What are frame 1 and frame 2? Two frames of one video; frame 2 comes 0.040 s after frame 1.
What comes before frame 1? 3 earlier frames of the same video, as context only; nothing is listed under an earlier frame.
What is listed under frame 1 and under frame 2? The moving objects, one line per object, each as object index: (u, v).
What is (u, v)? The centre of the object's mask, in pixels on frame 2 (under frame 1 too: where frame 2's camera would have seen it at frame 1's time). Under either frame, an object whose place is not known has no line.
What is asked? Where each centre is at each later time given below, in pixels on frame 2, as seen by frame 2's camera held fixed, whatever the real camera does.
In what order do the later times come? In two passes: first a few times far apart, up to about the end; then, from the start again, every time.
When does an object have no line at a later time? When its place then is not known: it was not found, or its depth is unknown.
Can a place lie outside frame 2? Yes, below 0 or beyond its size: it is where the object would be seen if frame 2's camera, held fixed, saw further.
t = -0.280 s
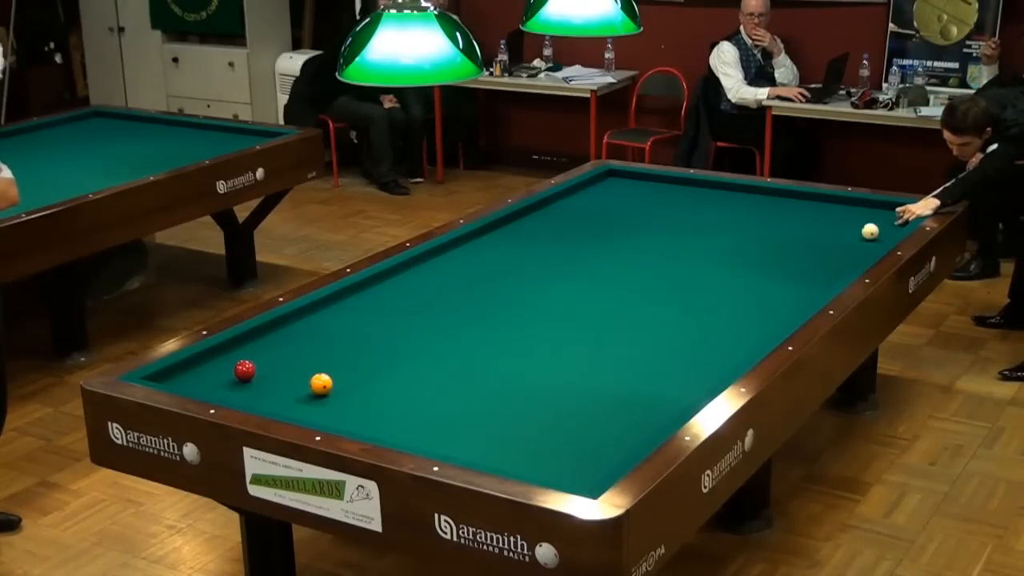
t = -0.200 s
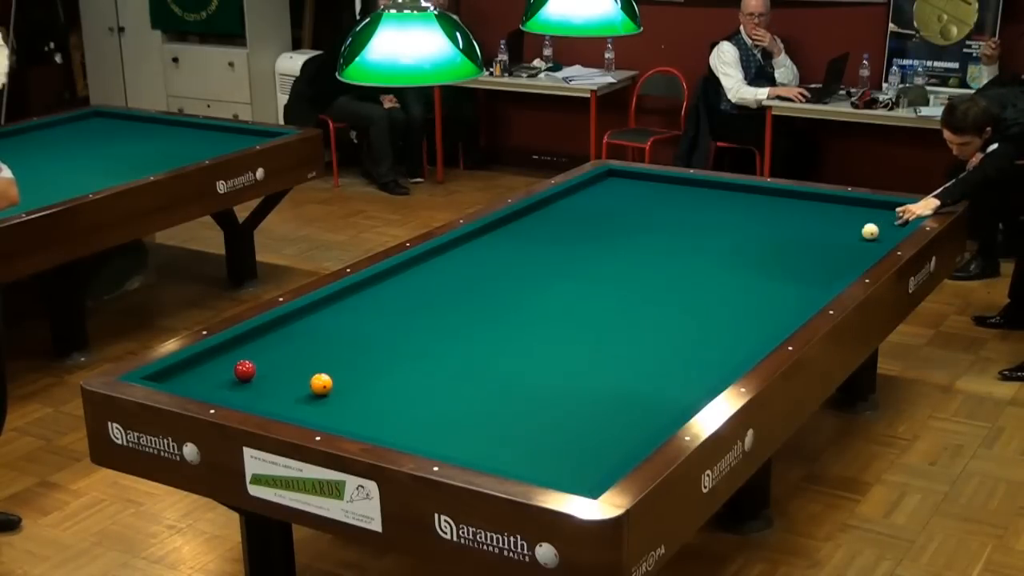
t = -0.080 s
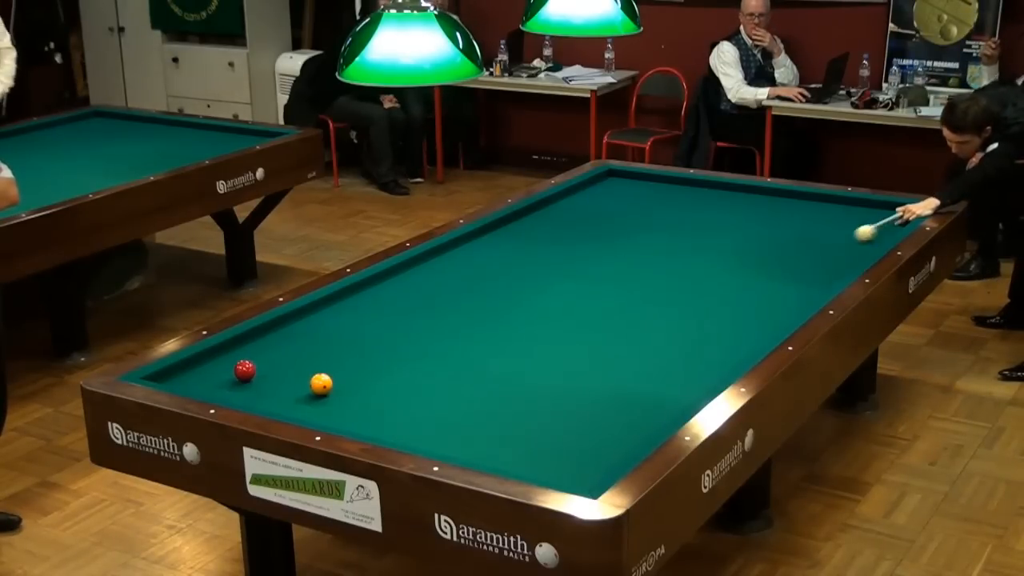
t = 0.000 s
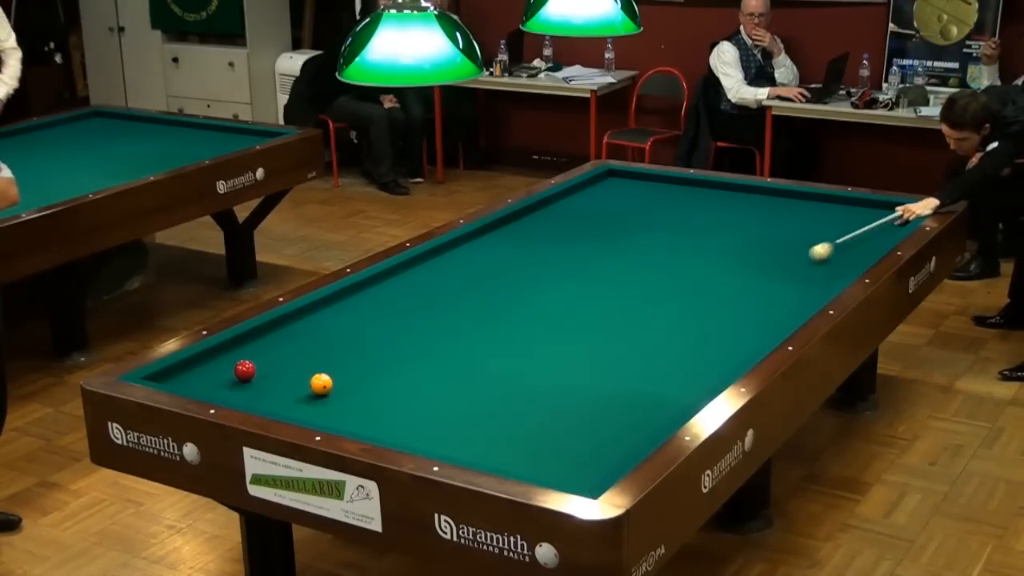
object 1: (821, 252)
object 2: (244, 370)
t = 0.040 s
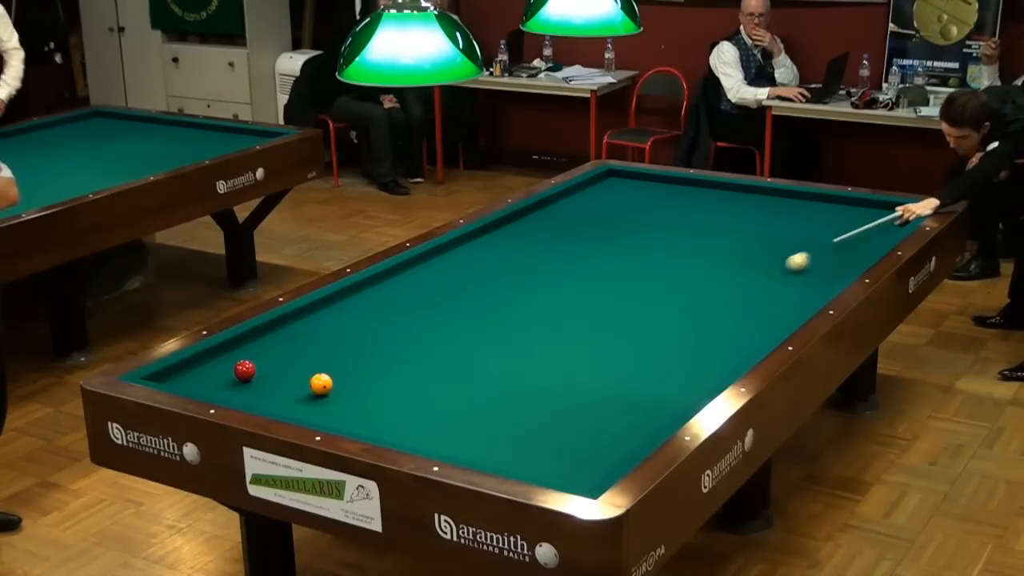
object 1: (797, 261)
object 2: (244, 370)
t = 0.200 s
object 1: (698, 304)
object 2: (244, 370)
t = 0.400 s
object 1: (560, 361)
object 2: (244, 370)
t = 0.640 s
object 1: (380, 430)
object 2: (245, 370)
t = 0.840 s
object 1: (396, 365)
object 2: (245, 370)
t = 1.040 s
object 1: (399, 317)
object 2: (245, 370)
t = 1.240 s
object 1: (393, 283)
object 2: (245, 370)
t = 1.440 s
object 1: (442, 263)
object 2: (245, 370)
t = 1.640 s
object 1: (511, 248)
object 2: (244, 370)
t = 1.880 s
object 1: (586, 231)
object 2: (244, 370)
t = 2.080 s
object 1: (644, 218)
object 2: (244, 370)
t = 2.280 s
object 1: (698, 206)
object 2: (245, 370)
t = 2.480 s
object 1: (749, 194)
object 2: (244, 370)
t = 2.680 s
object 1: (779, 198)
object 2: (245, 370)
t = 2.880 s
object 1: (801, 211)
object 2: (245, 370)
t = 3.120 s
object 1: (829, 227)
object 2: (245, 370)
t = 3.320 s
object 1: (853, 240)
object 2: (245, 370)
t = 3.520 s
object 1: (856, 251)
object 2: (245, 370)
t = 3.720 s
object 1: (822, 258)
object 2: (245, 370)
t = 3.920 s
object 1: (789, 264)
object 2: (245, 370)
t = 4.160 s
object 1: (749, 272)
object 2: (244, 370)
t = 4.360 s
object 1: (714, 279)
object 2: (245, 370)
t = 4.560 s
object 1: (679, 286)
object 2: (245, 370)
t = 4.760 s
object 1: (643, 293)
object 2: (245, 370)
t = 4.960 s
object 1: (608, 300)
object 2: (245, 370)
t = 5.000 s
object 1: (600, 302)
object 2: (244, 370)
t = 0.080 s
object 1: (774, 272)
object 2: (244, 370)
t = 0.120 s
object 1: (749, 282)
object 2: (244, 370)
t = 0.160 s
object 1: (724, 293)
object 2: (244, 370)
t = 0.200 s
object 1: (698, 304)
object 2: (244, 370)
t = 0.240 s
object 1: (671, 315)
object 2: (244, 370)
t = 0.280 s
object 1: (645, 326)
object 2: (244, 370)
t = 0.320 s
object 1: (617, 338)
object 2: (244, 370)
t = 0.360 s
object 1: (588, 350)
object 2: (244, 370)
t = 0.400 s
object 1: (560, 361)
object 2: (244, 370)
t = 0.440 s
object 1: (531, 374)
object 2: (244, 370)
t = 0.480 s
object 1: (500, 386)
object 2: (244, 370)
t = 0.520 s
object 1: (470, 399)
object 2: (244, 370)
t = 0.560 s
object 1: (438, 411)
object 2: (244, 370)
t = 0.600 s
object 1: (406, 424)
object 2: (244, 370)
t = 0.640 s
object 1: (380, 430)
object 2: (245, 370)
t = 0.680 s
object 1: (383, 418)
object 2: (244, 370)
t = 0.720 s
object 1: (387, 403)
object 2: (245, 370)
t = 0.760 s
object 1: (391, 389)
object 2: (245, 370)
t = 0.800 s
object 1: (393, 377)
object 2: (244, 370)
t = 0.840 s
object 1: (396, 365)
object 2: (245, 370)
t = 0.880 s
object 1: (397, 354)
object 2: (244, 370)
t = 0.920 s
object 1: (398, 343)
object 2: (244, 370)
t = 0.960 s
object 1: (399, 334)
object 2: (245, 370)
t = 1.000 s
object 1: (399, 325)
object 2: (244, 370)
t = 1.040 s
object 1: (399, 317)
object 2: (245, 370)
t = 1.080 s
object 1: (398, 309)
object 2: (244, 370)
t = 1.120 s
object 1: (398, 302)
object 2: (244, 370)
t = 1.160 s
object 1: (396, 295)
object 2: (244, 370)
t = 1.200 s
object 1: (395, 289)
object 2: (245, 370)
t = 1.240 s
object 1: (393, 283)
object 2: (245, 370)
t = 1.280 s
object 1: (391, 277)
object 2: (245, 370)
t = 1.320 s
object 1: (393, 271)
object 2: (245, 370)
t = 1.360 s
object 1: (410, 269)
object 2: (245, 370)
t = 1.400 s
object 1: (427, 266)
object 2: (244, 370)
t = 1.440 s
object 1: (442, 263)
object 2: (245, 370)
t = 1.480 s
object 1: (457, 260)
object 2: (245, 370)
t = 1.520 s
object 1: (471, 256)
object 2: (245, 370)
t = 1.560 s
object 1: (485, 254)
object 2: (245, 370)
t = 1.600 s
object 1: (498, 251)
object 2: (245, 370)
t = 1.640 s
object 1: (511, 248)
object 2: (244, 370)
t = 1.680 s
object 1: (524, 245)
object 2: (245, 370)
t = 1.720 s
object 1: (537, 242)
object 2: (245, 370)
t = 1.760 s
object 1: (550, 239)
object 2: (245, 370)
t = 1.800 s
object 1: (562, 236)
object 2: (244, 370)
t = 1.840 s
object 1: (574, 233)
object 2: (245, 370)
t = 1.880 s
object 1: (586, 231)
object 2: (244, 370)
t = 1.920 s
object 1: (598, 228)
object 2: (245, 370)
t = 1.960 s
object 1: (610, 225)
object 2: (245, 370)
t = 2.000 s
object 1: (622, 223)
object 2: (245, 370)
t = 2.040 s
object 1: (633, 220)
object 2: (245, 370)
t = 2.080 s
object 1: (644, 218)
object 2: (244, 370)
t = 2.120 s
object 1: (655, 215)
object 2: (244, 370)
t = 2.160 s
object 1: (666, 213)
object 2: (244, 370)
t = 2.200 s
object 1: (677, 210)
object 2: (244, 370)
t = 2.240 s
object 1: (688, 208)
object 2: (245, 370)
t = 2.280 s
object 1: (698, 206)
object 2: (245, 370)
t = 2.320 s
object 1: (709, 203)
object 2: (245, 370)
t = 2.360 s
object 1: (719, 201)
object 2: (245, 370)
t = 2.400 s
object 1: (729, 199)
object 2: (245, 370)
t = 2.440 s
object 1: (739, 196)
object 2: (245, 370)
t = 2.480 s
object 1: (749, 194)
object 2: (244, 370)
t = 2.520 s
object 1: (759, 192)
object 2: (245, 370)
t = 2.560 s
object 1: (768, 190)
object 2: (245, 370)
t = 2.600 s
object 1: (773, 192)
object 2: (245, 370)
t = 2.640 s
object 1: (776, 195)
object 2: (245, 370)
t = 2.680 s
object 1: (779, 198)
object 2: (245, 370)
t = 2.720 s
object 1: (783, 201)
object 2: (245, 370)
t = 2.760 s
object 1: (787, 204)
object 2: (244, 370)
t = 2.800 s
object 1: (792, 206)
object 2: (245, 370)
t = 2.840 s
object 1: (796, 209)
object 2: (245, 370)
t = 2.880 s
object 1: (801, 211)
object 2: (245, 370)
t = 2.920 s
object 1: (805, 214)
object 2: (244, 370)
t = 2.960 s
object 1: (810, 217)
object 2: (244, 370)
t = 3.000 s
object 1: (814, 219)
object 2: (245, 370)
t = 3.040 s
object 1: (819, 222)
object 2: (244, 370)
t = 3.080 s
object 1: (824, 224)
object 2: (245, 370)
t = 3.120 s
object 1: (829, 227)
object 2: (245, 370)
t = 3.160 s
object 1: (834, 229)
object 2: (245, 370)
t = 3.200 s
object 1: (839, 232)
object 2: (245, 370)
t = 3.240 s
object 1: (843, 235)
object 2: (245, 370)
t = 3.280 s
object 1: (848, 237)
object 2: (245, 370)
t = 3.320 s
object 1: (853, 240)
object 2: (245, 370)
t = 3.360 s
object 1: (858, 243)
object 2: (245, 370)
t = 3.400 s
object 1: (864, 246)
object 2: (245, 370)
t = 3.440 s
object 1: (868, 248)
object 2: (245, 370)
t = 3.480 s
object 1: (863, 249)
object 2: (245, 370)
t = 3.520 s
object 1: (856, 251)
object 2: (245, 370)
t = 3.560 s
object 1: (849, 252)
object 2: (245, 370)
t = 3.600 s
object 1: (842, 254)
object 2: (245, 370)
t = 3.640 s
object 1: (836, 255)
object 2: (245, 370)
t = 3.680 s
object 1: (829, 256)
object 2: (245, 370)
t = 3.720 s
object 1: (822, 258)
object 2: (245, 370)
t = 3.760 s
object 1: (816, 259)
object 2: (244, 370)
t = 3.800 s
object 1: (809, 260)
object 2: (245, 370)
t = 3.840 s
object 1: (802, 262)
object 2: (245, 370)
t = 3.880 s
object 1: (796, 263)
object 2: (245, 370)
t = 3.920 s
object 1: (789, 264)
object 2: (245, 370)
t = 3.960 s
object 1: (782, 266)
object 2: (244, 370)
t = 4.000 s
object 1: (776, 267)
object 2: (245, 370)
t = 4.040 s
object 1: (769, 269)
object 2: (245, 370)
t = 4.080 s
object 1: (762, 270)
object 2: (245, 370)
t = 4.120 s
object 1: (755, 271)
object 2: (244, 370)
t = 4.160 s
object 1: (749, 272)
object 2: (244, 370)
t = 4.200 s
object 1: (742, 274)
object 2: (245, 370)
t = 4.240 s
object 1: (735, 275)
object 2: (245, 370)
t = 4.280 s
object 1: (728, 277)
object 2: (245, 370)
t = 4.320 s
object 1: (721, 278)
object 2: (245, 370)
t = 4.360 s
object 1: (714, 279)
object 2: (245, 370)
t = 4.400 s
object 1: (707, 281)
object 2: (245, 370)
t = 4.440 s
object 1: (700, 282)
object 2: (245, 370)
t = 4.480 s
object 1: (693, 284)
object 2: (245, 370)
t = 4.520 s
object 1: (686, 285)
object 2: (245, 370)
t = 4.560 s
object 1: (679, 286)
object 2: (245, 370)
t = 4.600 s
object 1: (672, 288)
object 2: (244, 370)
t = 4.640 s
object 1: (665, 289)
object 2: (245, 370)
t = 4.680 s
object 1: (657, 290)
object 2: (245, 370)
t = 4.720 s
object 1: (651, 292)
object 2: (245, 370)
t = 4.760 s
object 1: (643, 293)
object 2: (245, 370)
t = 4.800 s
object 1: (636, 295)
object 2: (245, 370)
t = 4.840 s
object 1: (629, 296)
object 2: (245, 370)
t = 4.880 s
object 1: (622, 297)
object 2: (245, 370)
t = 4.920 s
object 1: (615, 299)
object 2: (244, 370)
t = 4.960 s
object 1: (608, 300)
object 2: (245, 370)
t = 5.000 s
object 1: (600, 302)
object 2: (244, 370)
